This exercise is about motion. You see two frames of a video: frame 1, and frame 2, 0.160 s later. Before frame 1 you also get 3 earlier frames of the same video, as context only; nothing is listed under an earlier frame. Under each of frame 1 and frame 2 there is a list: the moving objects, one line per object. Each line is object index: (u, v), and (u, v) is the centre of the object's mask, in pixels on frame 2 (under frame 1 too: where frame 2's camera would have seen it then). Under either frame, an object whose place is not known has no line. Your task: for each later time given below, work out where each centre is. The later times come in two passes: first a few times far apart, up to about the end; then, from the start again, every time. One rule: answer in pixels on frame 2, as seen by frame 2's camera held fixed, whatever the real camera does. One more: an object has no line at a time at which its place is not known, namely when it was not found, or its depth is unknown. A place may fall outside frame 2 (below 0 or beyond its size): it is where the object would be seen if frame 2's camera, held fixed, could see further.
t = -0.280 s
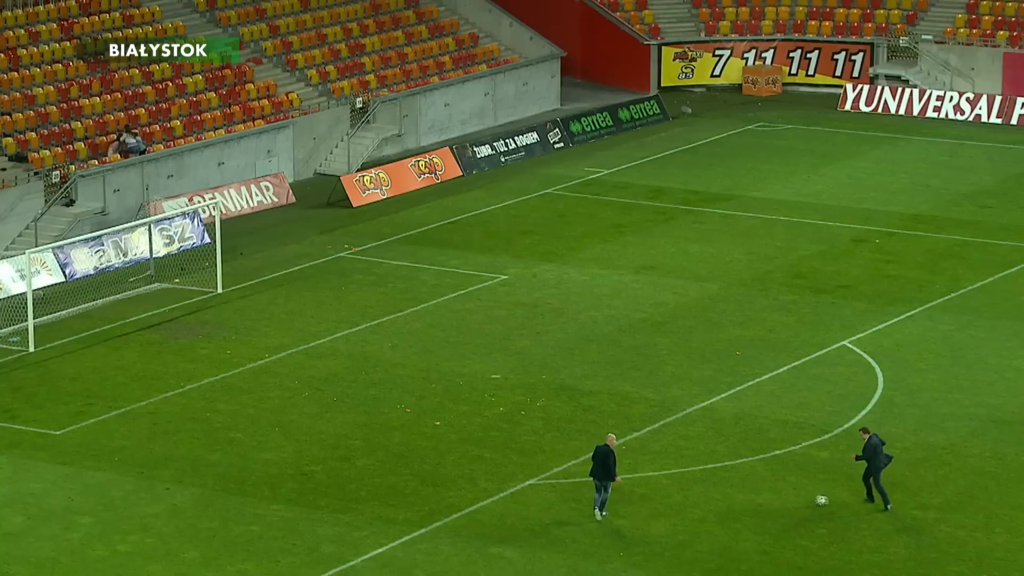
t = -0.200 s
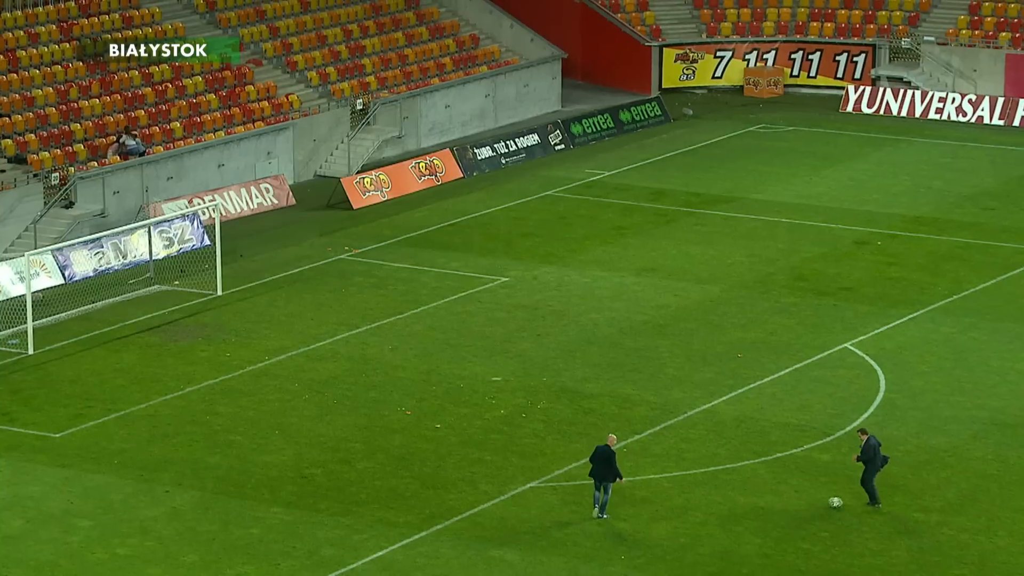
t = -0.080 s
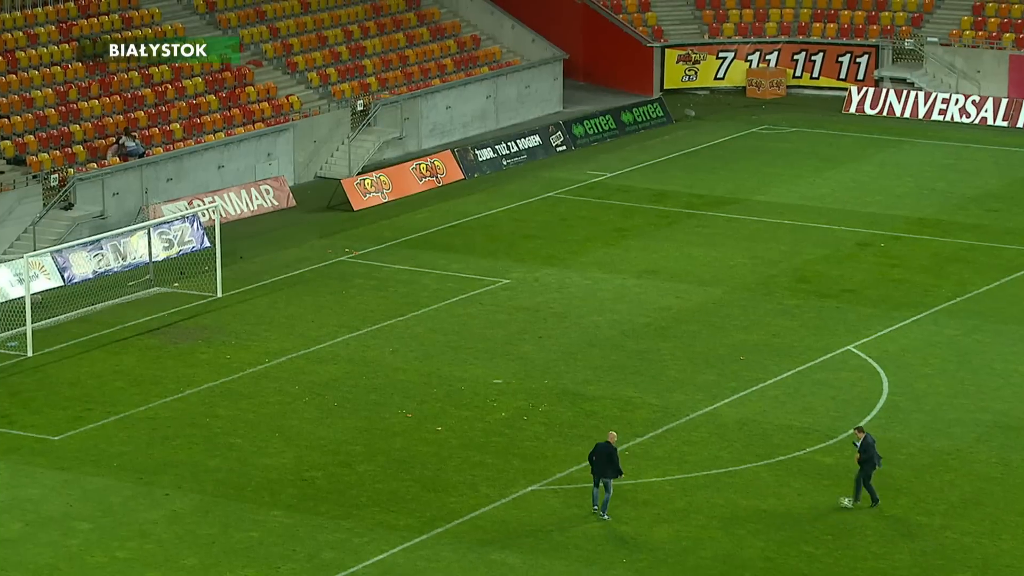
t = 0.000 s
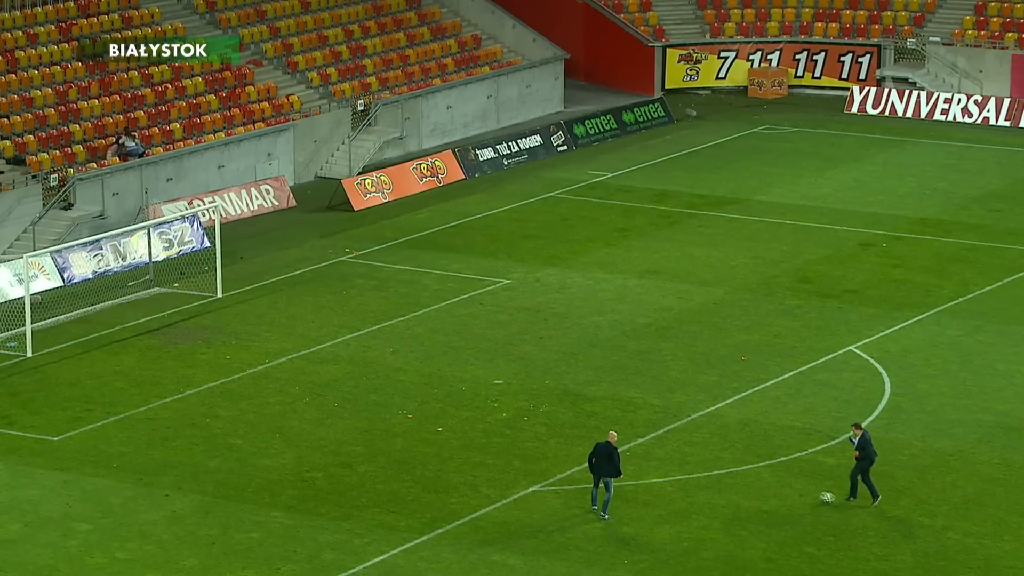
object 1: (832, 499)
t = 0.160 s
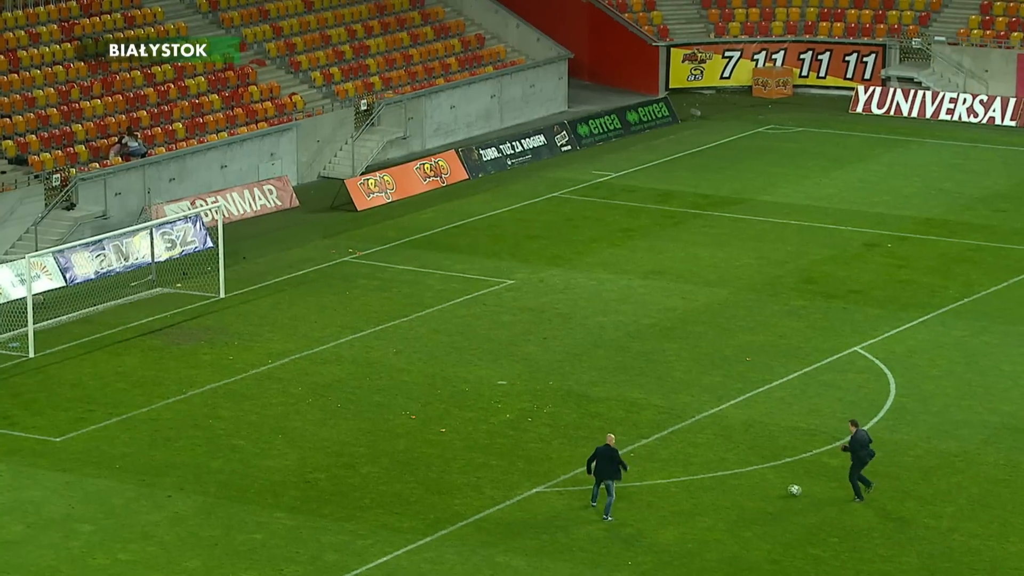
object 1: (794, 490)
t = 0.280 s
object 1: (772, 484)
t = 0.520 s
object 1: (735, 474)
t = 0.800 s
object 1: (699, 463)
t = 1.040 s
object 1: (670, 455)
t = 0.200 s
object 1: (787, 488)
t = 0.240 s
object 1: (779, 486)
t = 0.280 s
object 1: (772, 484)
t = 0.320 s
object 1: (765, 482)
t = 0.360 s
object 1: (759, 480)
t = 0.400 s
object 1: (753, 479)
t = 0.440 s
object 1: (747, 478)
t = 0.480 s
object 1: (741, 476)
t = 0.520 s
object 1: (735, 474)
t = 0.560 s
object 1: (730, 472)
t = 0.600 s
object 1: (725, 471)
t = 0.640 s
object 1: (719, 468)
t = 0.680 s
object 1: (714, 467)
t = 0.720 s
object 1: (709, 466)
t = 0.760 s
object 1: (704, 464)
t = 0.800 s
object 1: (699, 463)
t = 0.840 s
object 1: (694, 462)
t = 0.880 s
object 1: (689, 460)
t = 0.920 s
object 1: (685, 459)
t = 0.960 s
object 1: (680, 457)
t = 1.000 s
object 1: (675, 456)
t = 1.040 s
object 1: (670, 455)
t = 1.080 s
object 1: (666, 454)
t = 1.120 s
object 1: (662, 452)
